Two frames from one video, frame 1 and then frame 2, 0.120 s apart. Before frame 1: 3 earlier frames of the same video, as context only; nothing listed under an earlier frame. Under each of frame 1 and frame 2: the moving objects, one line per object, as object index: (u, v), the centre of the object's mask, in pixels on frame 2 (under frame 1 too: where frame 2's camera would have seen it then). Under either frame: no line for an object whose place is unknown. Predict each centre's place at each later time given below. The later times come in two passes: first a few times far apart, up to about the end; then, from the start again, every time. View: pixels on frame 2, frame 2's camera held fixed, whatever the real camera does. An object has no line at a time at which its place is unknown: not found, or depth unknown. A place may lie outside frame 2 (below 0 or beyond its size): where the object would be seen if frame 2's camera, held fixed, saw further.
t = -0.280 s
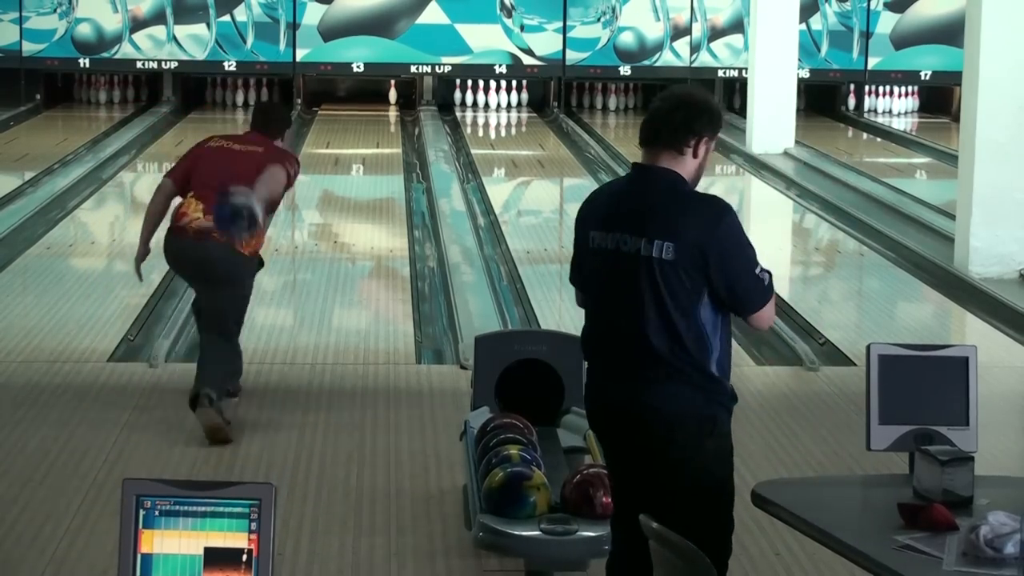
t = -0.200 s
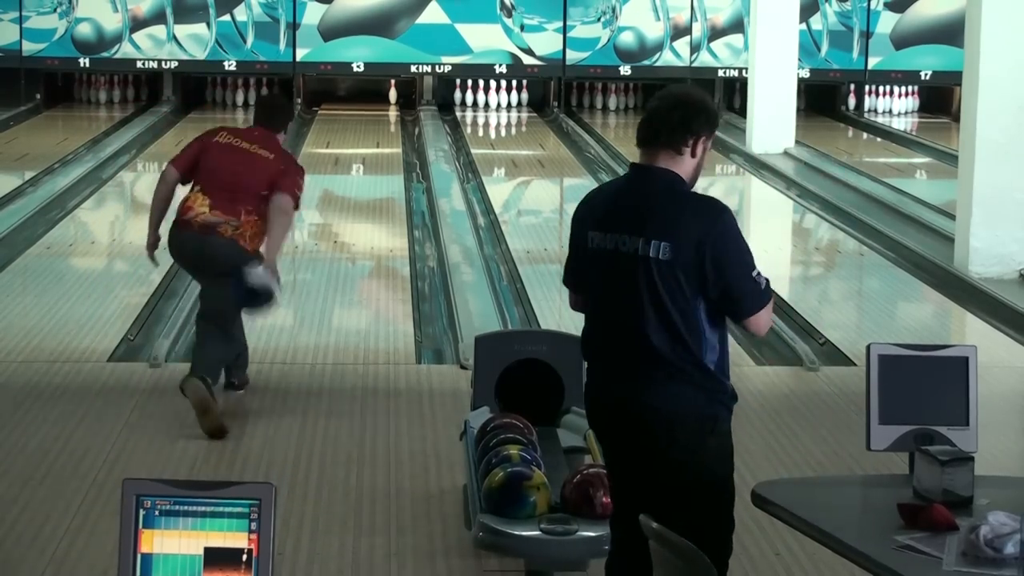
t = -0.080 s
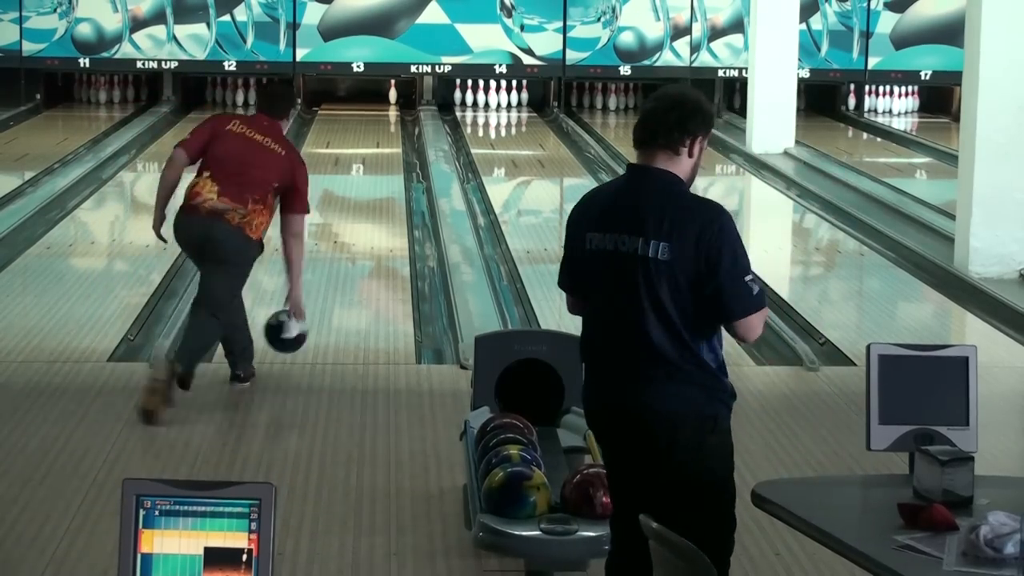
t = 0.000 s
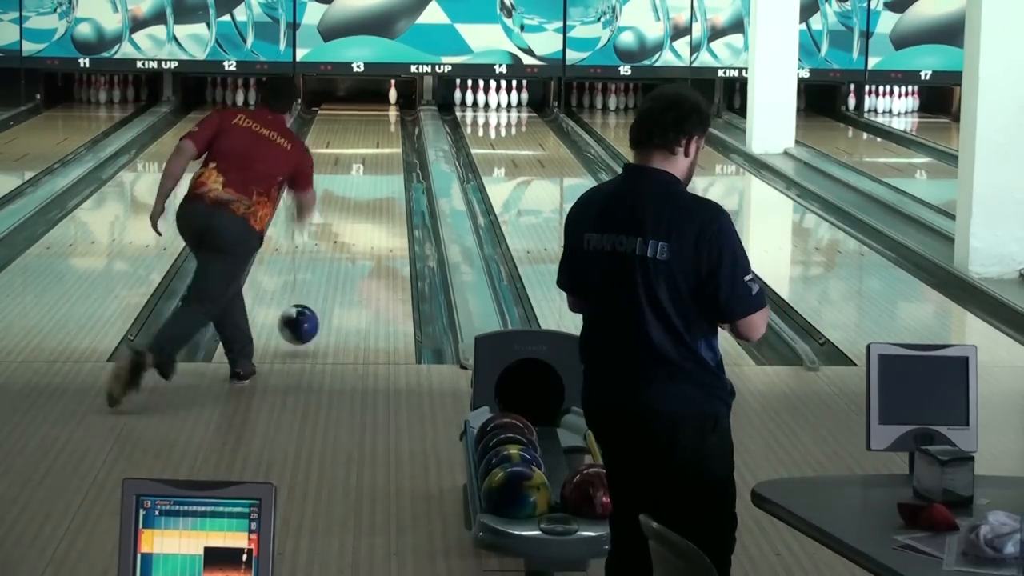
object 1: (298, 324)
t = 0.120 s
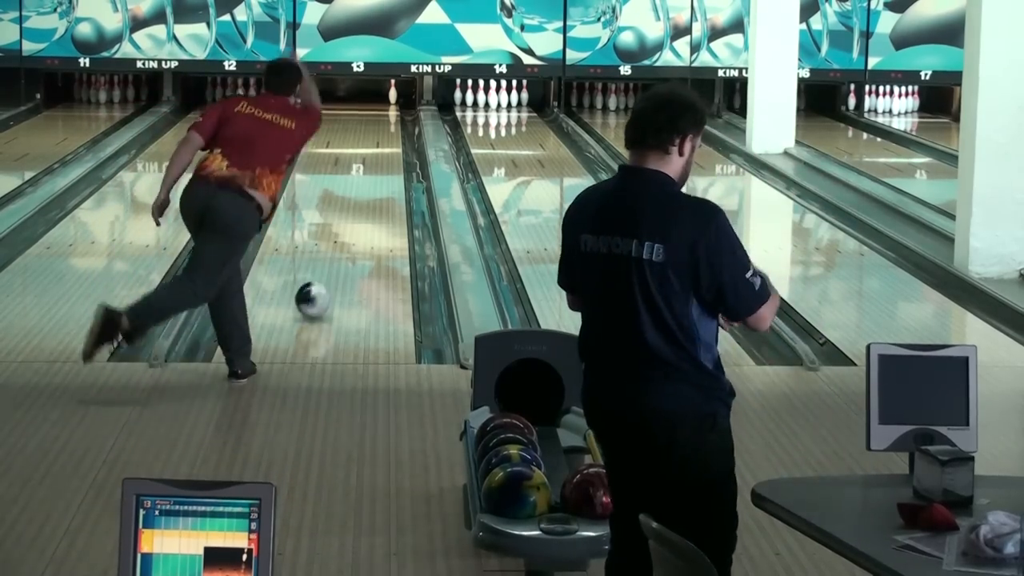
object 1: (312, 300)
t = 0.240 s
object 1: (328, 274)
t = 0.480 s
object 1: (348, 230)
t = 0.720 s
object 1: (363, 196)
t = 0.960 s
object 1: (373, 169)
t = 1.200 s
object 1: (382, 148)
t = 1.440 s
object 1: (389, 131)
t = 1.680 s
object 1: (397, 114)
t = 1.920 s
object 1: (397, 104)
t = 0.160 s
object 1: (317, 292)
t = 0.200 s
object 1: (323, 283)
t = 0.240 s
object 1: (328, 274)
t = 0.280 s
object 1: (332, 265)
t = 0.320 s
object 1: (334, 257)
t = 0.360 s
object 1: (337, 249)
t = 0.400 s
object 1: (340, 243)
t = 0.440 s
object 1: (344, 237)
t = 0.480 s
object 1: (348, 230)
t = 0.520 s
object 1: (351, 222)
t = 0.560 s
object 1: (353, 216)
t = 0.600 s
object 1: (354, 211)
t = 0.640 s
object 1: (357, 206)
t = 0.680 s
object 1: (359, 201)
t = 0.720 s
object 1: (363, 196)
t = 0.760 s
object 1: (365, 190)
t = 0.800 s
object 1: (366, 186)
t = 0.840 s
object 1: (368, 181)
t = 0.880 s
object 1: (369, 177)
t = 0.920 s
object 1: (371, 173)
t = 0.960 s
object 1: (373, 169)
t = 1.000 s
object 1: (376, 165)
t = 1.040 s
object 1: (377, 161)
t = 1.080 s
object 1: (378, 158)
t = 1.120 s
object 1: (380, 155)
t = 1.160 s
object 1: (381, 151)
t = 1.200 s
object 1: (382, 148)
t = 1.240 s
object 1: (384, 145)
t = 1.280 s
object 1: (385, 141)
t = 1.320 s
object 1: (386, 139)
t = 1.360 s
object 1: (386, 137)
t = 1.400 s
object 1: (388, 134)
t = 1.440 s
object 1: (389, 131)
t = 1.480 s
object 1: (390, 129)
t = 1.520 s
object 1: (391, 125)
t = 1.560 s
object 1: (392, 123)
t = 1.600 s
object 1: (395, 121)
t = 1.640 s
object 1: (397, 118)
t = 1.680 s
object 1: (397, 114)
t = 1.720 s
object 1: (398, 114)
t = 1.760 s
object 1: (398, 111)
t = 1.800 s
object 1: (396, 110)
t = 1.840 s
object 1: (396, 109)
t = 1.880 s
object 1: (397, 107)
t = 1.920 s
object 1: (397, 104)
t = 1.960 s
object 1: (397, 103)
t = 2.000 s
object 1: (397, 100)
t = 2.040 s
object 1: (396, 100)
